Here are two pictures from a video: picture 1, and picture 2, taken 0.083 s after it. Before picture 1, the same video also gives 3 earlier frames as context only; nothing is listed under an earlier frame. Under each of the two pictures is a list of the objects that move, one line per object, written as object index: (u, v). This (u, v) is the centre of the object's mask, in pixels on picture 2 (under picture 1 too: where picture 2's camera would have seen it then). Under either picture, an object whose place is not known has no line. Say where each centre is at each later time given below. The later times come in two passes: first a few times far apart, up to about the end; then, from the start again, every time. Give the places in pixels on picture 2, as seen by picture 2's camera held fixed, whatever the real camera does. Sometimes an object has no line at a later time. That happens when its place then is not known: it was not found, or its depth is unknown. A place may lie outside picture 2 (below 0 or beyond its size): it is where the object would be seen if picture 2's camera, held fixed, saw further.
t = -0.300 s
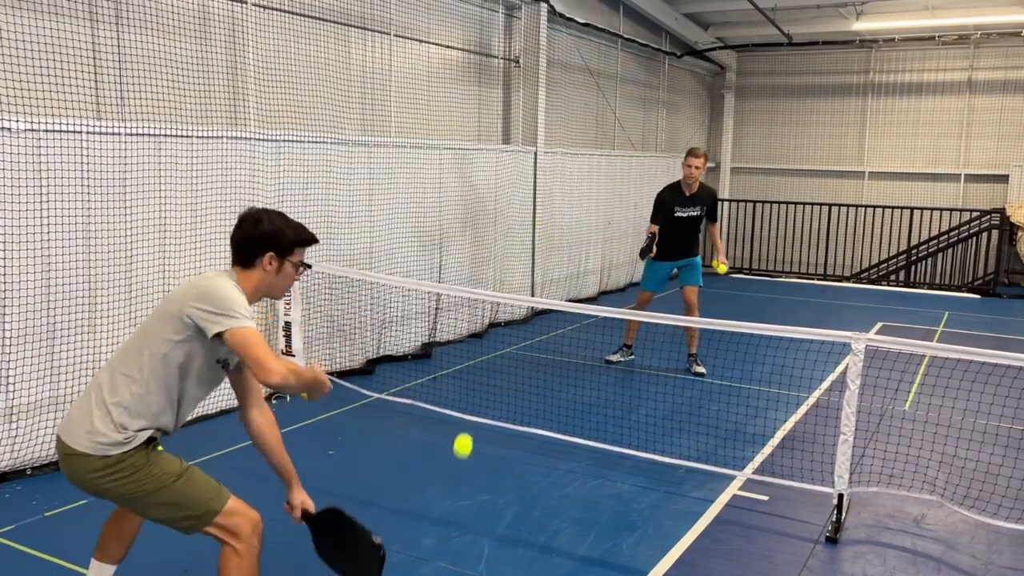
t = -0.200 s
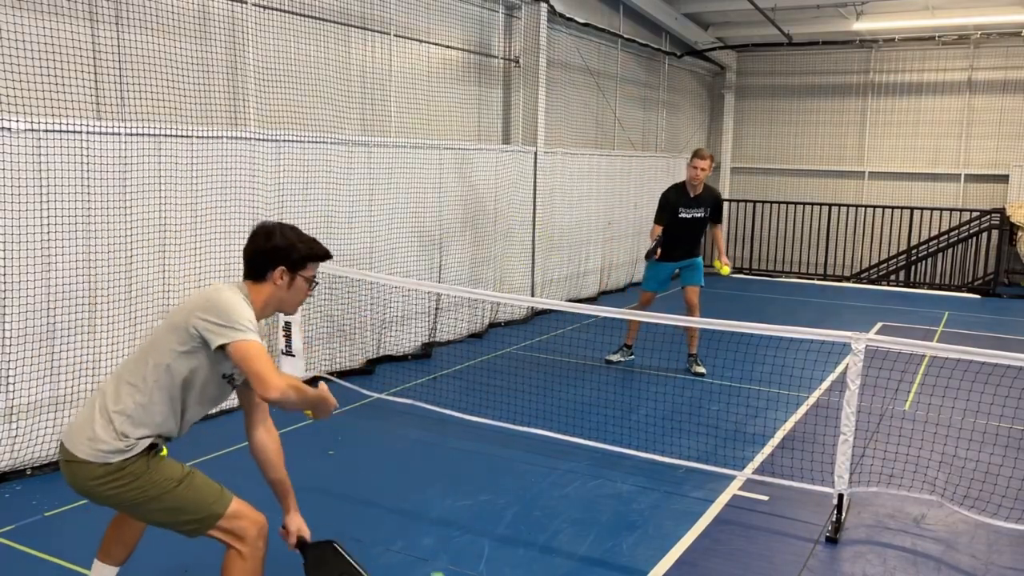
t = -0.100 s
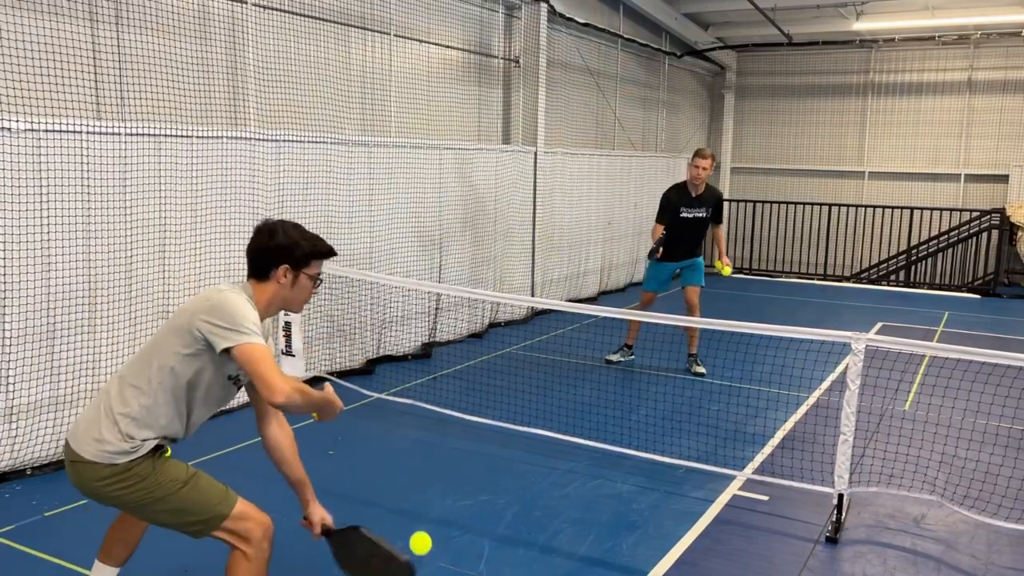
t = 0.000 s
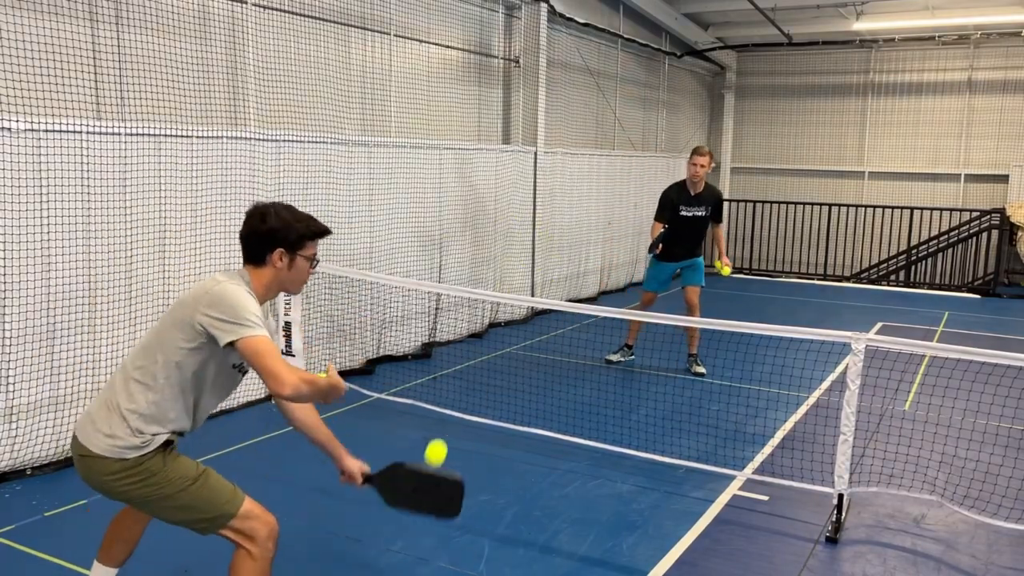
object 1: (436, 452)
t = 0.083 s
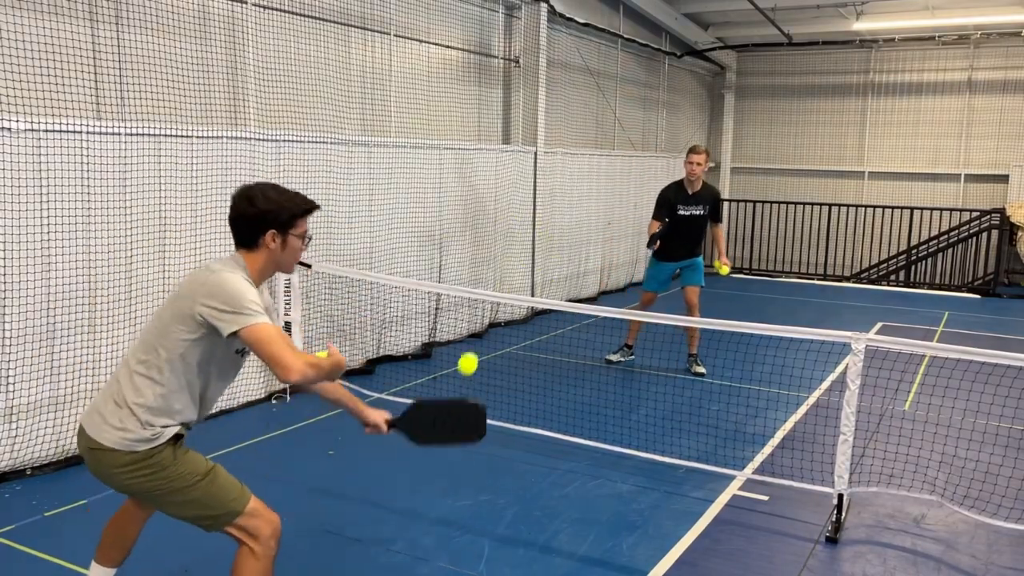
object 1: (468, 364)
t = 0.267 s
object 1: (517, 267)
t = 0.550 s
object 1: (562, 280)
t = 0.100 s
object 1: (473, 350)
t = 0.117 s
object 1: (478, 337)
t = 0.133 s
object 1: (483, 326)
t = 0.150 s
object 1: (488, 315)
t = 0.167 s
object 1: (493, 305)
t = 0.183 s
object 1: (498, 297)
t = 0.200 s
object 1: (502, 289)
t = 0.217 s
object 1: (506, 283)
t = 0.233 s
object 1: (510, 277)
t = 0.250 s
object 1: (514, 272)
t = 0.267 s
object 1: (517, 267)
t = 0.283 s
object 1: (520, 263)
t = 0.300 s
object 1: (524, 261)
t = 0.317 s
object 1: (528, 258)
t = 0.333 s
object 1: (531, 257)
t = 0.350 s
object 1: (533, 256)
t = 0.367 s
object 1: (536, 255)
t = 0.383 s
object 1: (539, 255)
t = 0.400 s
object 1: (542, 256)
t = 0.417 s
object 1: (545, 257)
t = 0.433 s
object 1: (547, 258)
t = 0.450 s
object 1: (549, 260)
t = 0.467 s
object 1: (552, 263)
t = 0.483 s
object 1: (554, 266)
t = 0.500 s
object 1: (556, 268)
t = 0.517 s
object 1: (557, 272)
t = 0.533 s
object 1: (560, 276)
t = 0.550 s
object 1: (562, 280)
